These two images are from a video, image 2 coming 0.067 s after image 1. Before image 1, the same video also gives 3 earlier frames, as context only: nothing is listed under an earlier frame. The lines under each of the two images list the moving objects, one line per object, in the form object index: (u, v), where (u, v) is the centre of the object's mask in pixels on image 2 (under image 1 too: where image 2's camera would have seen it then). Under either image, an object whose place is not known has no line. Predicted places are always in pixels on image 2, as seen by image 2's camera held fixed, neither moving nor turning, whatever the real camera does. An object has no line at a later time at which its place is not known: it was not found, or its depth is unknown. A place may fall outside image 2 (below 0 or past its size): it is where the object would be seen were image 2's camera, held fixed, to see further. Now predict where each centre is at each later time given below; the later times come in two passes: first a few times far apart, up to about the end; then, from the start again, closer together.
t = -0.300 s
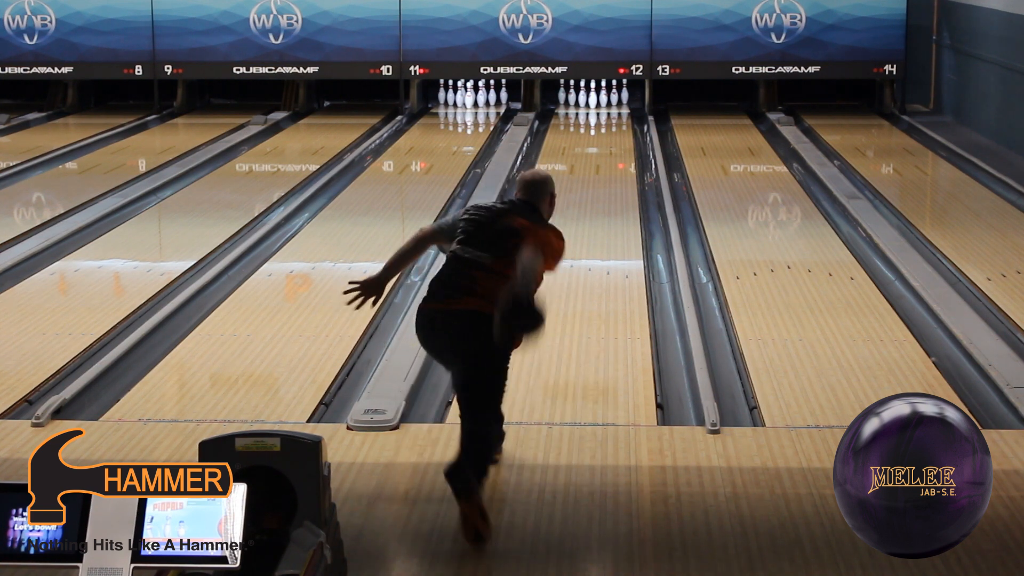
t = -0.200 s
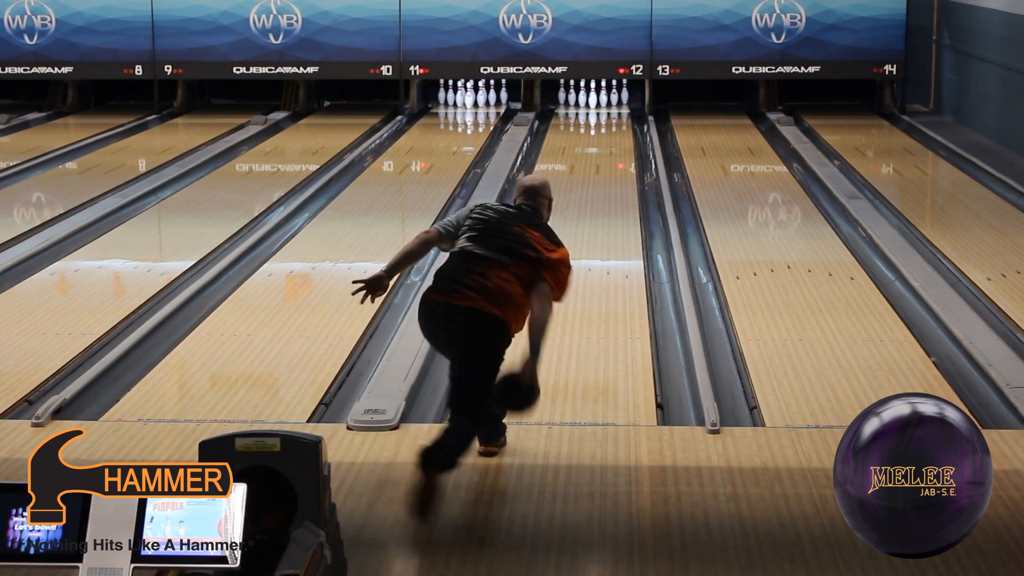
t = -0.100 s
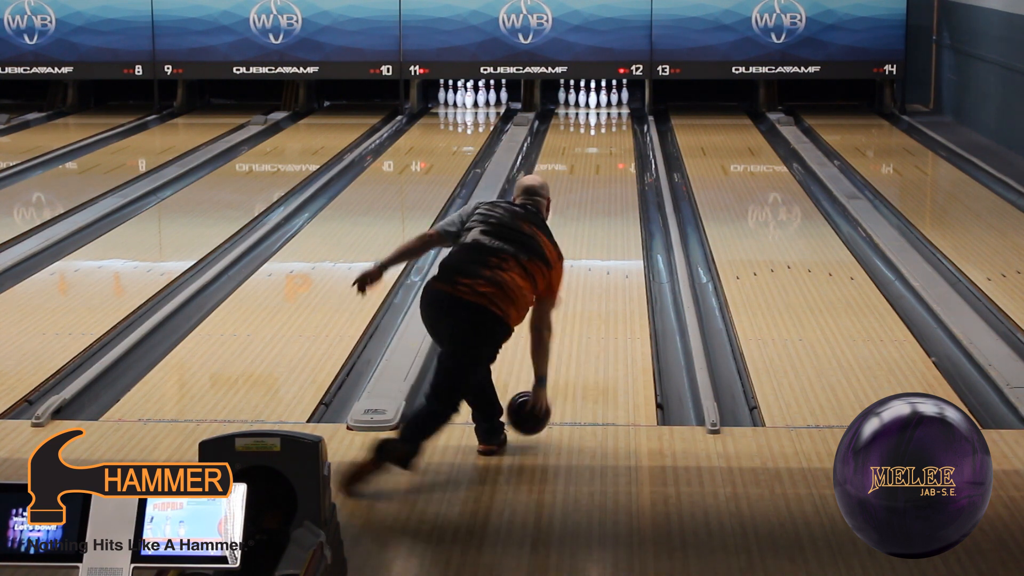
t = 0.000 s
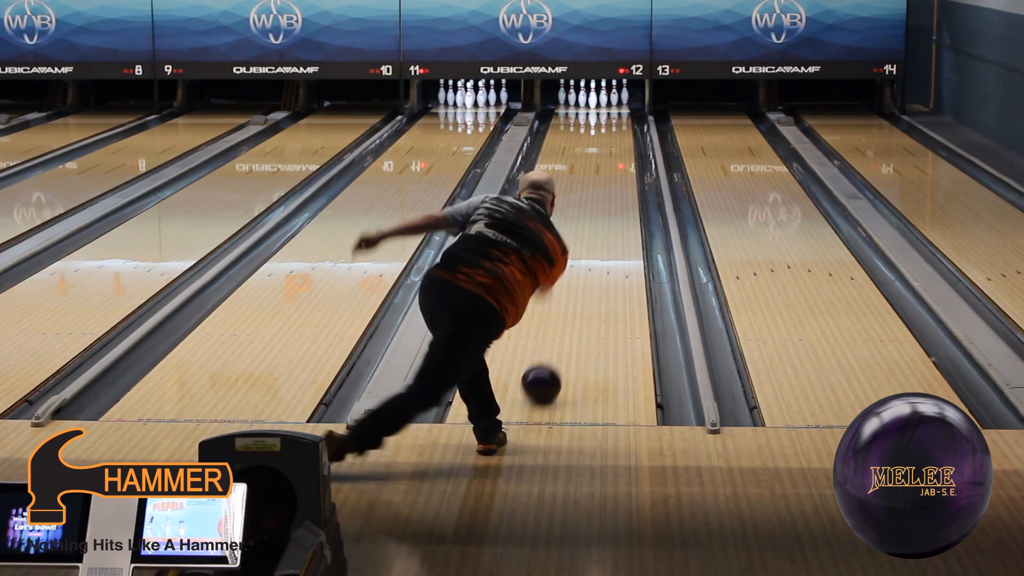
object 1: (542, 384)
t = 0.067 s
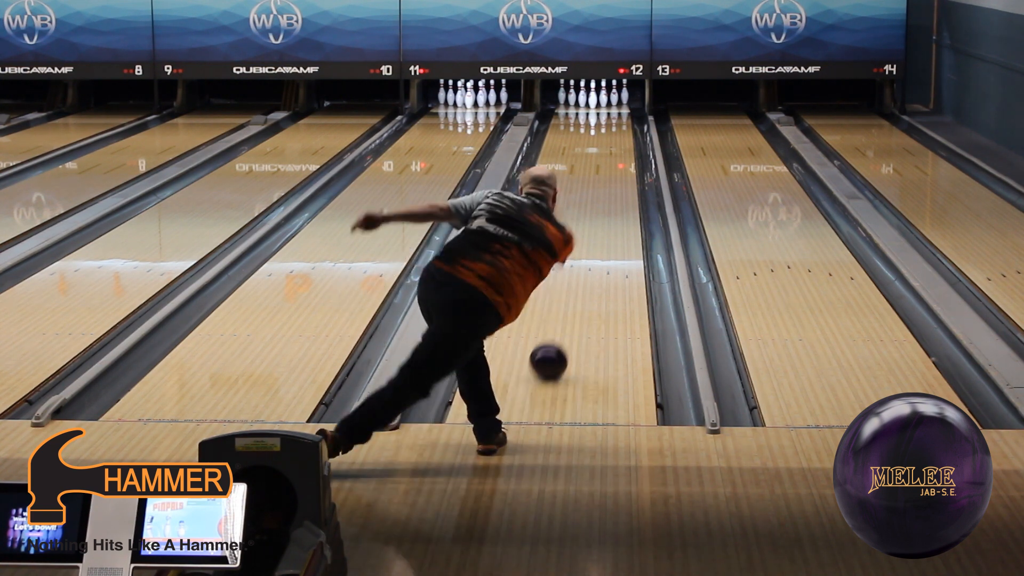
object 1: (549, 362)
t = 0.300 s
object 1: (569, 297)
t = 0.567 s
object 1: (585, 249)
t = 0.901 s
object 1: (598, 197)
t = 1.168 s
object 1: (605, 169)
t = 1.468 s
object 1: (610, 144)
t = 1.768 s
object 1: (611, 125)
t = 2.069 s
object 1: (605, 110)
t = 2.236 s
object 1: (598, 103)
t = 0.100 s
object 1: (552, 351)
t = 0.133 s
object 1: (555, 341)
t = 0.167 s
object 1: (558, 331)
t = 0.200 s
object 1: (561, 322)
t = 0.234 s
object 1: (564, 313)
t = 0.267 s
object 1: (566, 305)
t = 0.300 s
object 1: (569, 297)
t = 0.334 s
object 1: (571, 289)
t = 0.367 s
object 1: (573, 282)
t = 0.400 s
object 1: (575, 275)
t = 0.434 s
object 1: (578, 268)
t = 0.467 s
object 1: (579, 262)
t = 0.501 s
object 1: (581, 256)
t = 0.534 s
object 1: (583, 251)
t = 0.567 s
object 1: (585, 249)
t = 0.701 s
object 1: (591, 224)
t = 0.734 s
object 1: (592, 219)
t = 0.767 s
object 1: (593, 214)
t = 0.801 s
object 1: (594, 210)
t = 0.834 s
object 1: (595, 205)
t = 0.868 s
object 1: (597, 201)
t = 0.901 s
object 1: (598, 197)
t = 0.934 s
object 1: (599, 193)
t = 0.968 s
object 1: (600, 189)
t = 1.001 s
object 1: (601, 186)
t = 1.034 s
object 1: (602, 182)
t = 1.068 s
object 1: (602, 179)
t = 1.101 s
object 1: (603, 176)
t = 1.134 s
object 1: (604, 172)
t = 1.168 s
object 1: (605, 169)
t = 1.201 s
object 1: (605, 166)
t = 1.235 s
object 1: (606, 163)
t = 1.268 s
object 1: (607, 160)
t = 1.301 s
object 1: (607, 157)
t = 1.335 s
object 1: (608, 155)
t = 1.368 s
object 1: (608, 152)
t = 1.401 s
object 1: (609, 149)
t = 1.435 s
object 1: (609, 147)
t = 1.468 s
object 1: (610, 144)
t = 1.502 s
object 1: (610, 142)
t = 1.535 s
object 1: (610, 140)
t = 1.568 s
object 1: (611, 137)
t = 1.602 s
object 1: (611, 135)
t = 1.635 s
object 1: (611, 133)
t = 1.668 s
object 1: (611, 131)
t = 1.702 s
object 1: (611, 129)
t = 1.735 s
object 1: (611, 127)
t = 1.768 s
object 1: (611, 125)
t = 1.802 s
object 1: (610, 123)
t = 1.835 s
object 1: (610, 121)
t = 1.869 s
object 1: (610, 119)
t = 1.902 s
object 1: (609, 118)
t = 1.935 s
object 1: (608, 116)
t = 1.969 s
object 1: (607, 115)
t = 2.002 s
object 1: (607, 113)
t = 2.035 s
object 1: (606, 112)
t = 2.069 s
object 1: (605, 110)
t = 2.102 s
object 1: (604, 109)
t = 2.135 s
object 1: (602, 107)
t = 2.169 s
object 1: (601, 105)
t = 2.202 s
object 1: (600, 104)
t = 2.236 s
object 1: (598, 103)
